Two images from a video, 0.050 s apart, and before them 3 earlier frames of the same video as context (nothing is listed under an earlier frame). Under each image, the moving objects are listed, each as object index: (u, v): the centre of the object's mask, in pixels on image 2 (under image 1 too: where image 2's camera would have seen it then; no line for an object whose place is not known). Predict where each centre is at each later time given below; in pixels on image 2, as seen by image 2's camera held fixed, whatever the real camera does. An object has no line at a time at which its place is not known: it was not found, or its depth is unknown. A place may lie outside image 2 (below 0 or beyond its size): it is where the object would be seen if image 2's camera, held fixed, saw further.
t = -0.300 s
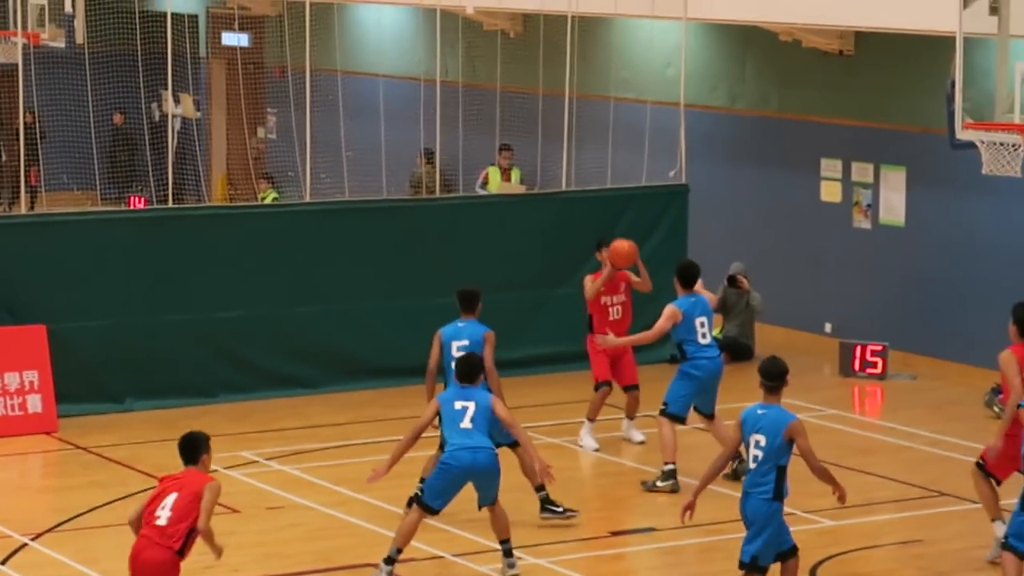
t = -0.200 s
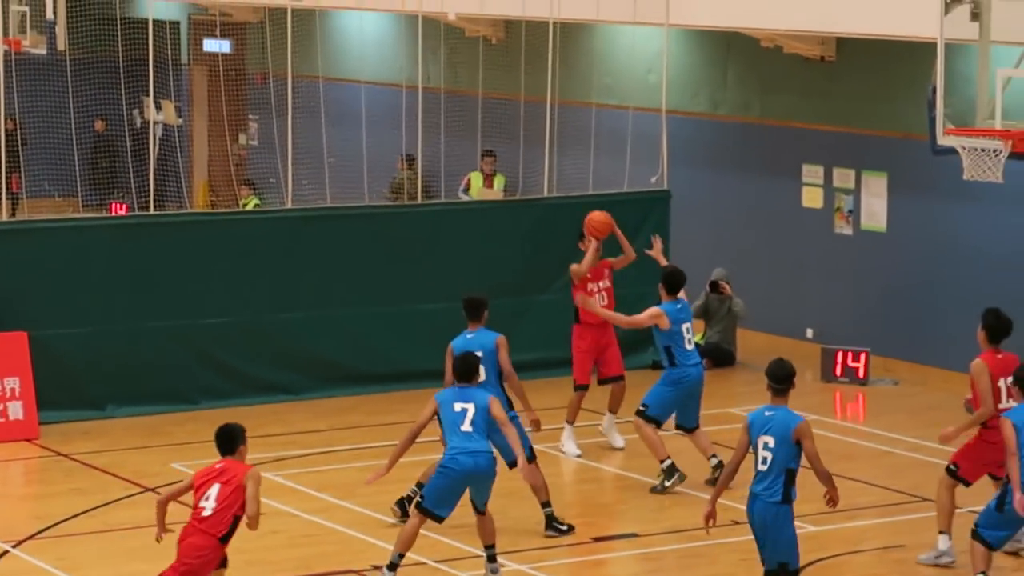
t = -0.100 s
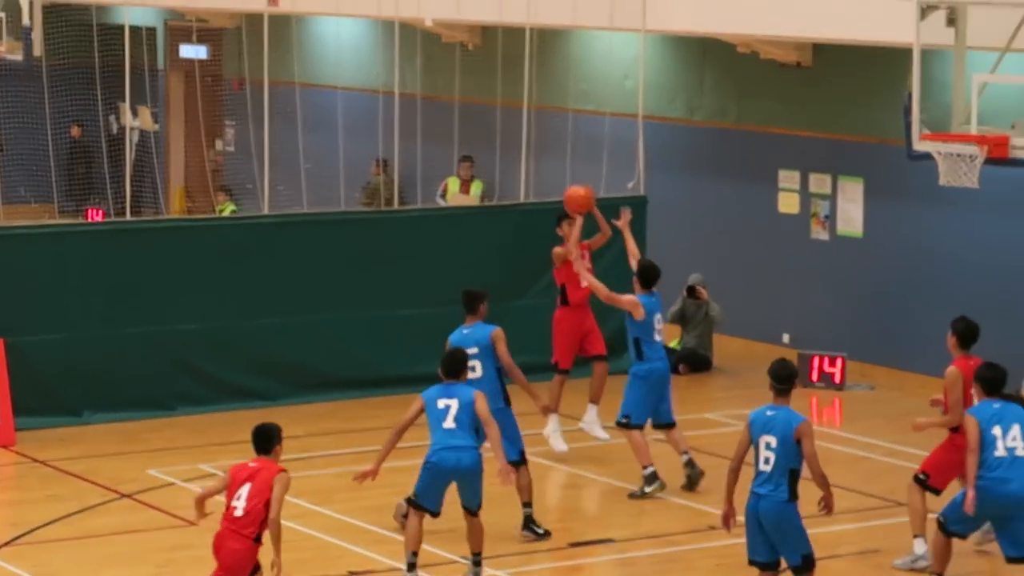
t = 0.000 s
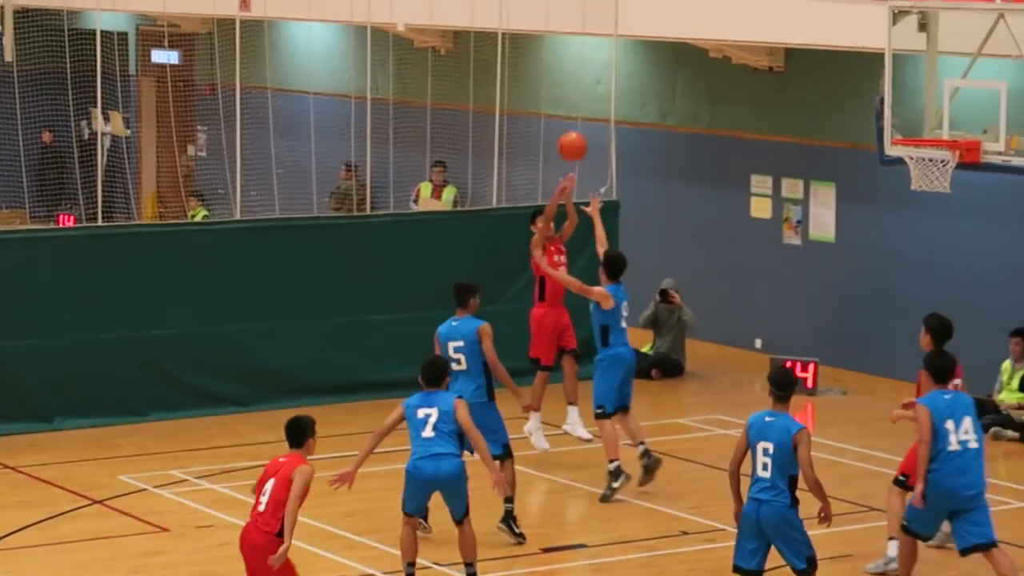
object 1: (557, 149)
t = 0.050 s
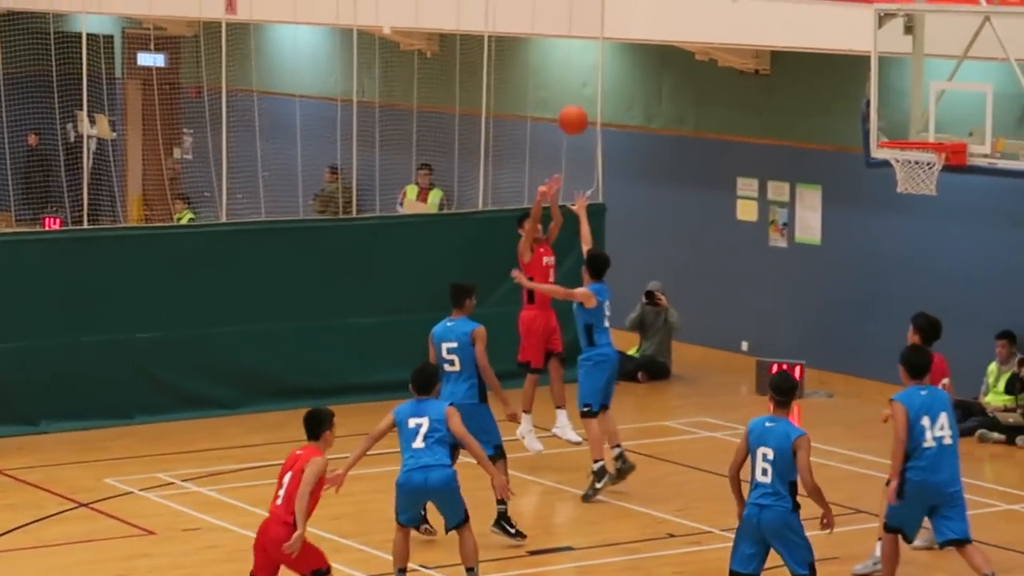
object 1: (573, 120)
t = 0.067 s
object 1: (577, 111)
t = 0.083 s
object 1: (582, 102)
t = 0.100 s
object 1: (587, 93)
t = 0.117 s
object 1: (592, 85)
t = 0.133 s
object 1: (597, 77)
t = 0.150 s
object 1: (602, 69)
